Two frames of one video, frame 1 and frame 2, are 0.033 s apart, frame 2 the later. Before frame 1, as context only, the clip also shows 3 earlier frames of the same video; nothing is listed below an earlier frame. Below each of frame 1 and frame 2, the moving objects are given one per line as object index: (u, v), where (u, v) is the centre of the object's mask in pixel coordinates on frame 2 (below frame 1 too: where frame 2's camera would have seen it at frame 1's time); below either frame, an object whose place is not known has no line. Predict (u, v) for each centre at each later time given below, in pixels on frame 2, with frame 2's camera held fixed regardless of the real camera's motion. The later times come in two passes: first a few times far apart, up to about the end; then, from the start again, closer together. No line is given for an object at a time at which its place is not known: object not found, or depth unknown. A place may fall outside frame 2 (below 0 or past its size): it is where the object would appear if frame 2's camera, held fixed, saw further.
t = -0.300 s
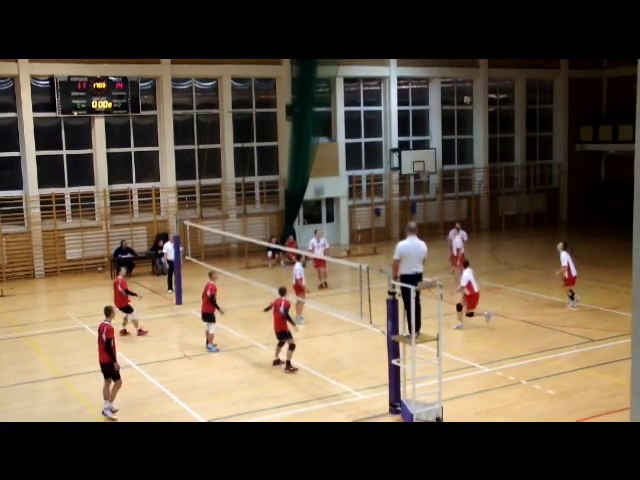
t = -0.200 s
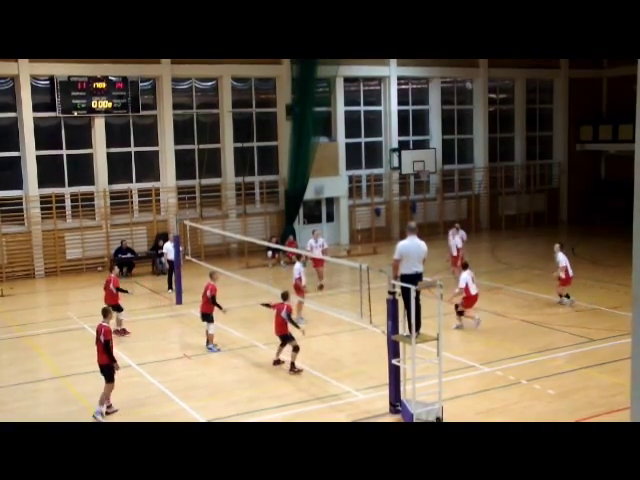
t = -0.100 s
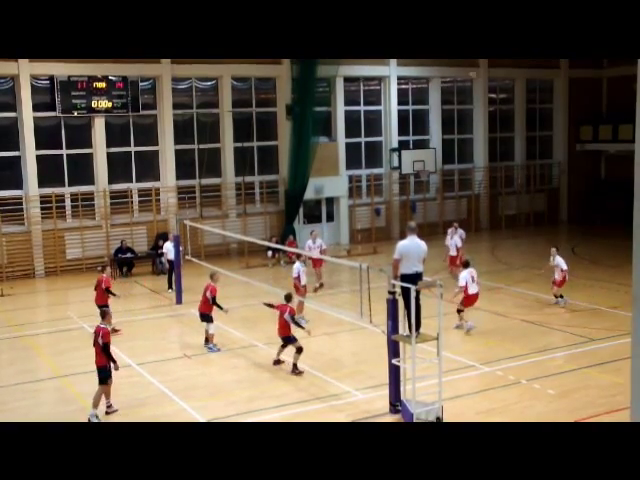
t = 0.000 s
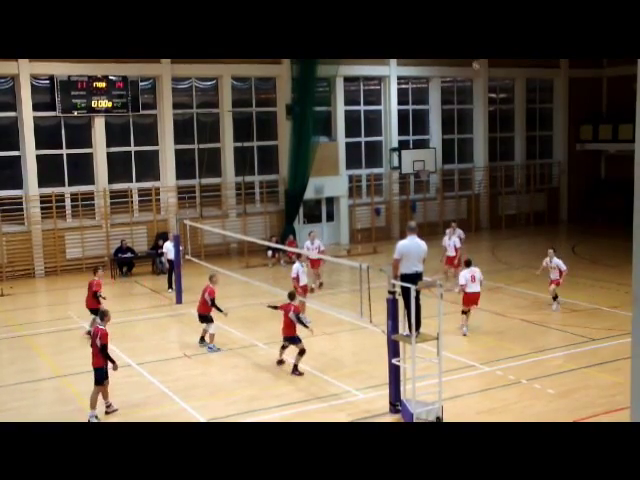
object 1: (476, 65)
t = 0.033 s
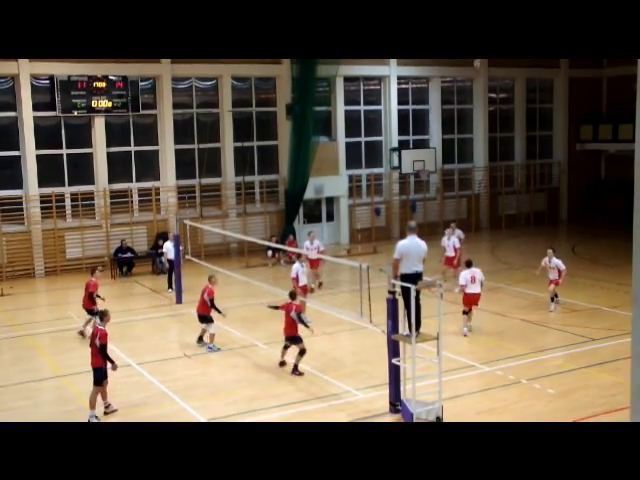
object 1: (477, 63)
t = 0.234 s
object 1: (483, 62)
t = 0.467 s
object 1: (494, 77)
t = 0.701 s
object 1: (505, 121)
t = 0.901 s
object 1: (514, 180)
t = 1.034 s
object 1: (520, 230)
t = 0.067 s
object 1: (478, 62)
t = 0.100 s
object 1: (479, 62)
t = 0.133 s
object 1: (481, 62)
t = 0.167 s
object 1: (482, 62)
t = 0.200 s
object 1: (483, 62)
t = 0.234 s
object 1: (483, 62)
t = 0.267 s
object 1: (484, 63)
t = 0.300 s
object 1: (485, 63)
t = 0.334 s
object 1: (488, 64)
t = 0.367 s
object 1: (490, 67)
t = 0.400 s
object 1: (491, 71)
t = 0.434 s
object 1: (493, 74)
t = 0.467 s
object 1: (494, 77)
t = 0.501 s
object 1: (495, 82)
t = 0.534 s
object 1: (498, 88)
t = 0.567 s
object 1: (499, 93)
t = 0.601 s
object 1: (501, 99)
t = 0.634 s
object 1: (502, 106)
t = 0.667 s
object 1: (503, 113)
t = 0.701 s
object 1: (505, 121)
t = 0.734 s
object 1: (507, 129)
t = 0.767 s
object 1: (508, 138)
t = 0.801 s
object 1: (510, 148)
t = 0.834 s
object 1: (511, 158)
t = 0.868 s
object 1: (513, 169)
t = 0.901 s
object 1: (514, 180)
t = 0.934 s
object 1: (516, 191)
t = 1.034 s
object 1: (520, 230)
